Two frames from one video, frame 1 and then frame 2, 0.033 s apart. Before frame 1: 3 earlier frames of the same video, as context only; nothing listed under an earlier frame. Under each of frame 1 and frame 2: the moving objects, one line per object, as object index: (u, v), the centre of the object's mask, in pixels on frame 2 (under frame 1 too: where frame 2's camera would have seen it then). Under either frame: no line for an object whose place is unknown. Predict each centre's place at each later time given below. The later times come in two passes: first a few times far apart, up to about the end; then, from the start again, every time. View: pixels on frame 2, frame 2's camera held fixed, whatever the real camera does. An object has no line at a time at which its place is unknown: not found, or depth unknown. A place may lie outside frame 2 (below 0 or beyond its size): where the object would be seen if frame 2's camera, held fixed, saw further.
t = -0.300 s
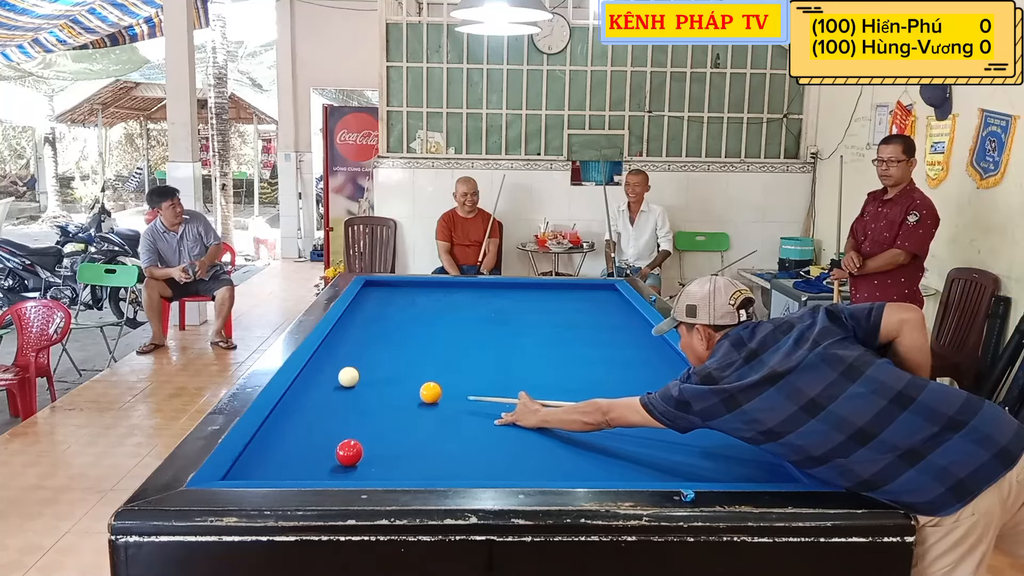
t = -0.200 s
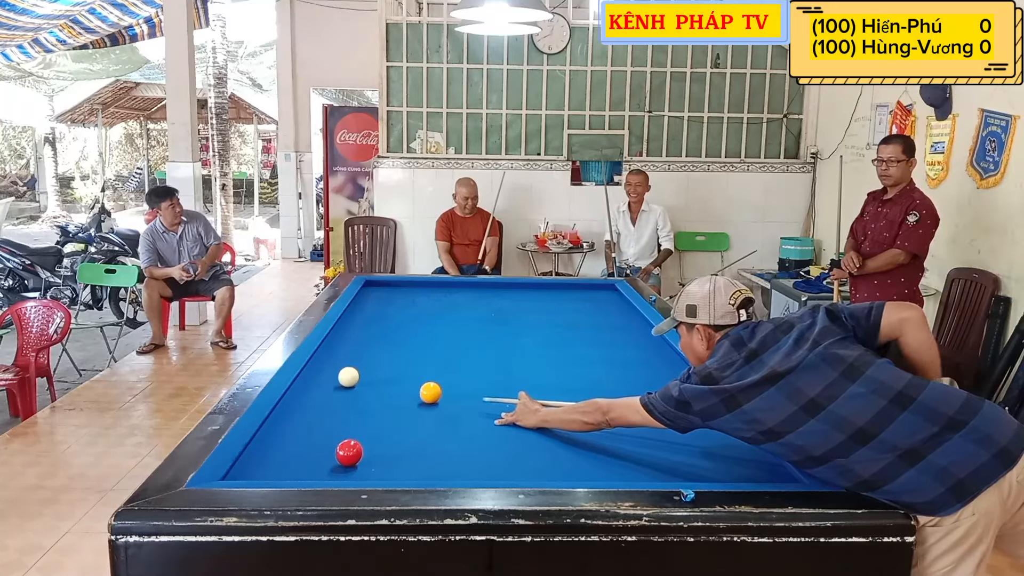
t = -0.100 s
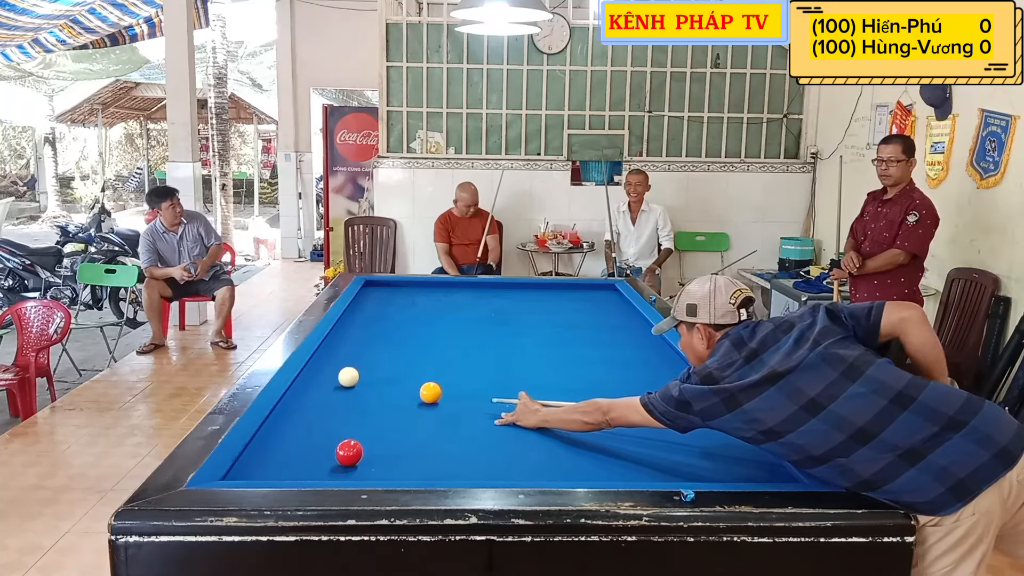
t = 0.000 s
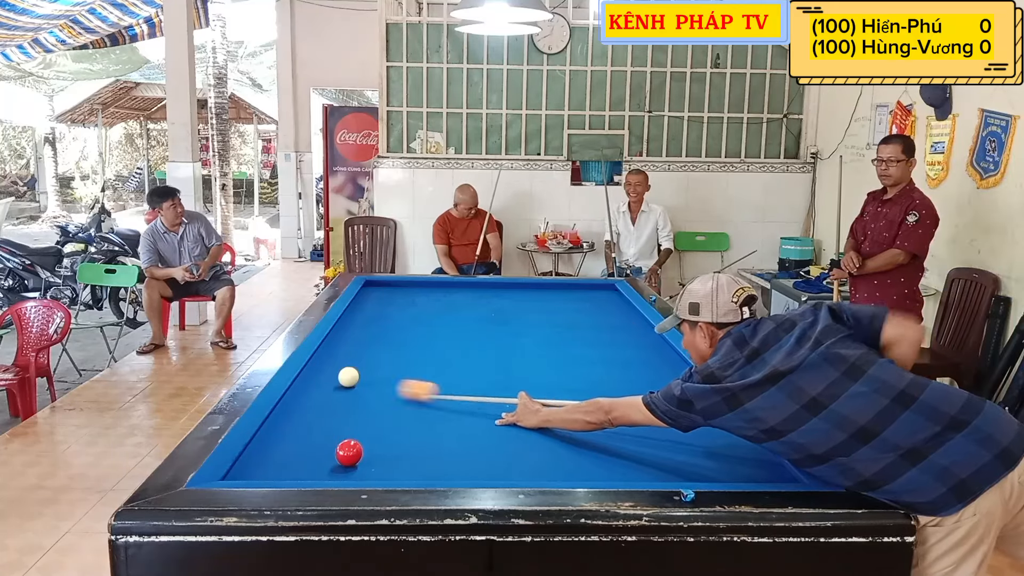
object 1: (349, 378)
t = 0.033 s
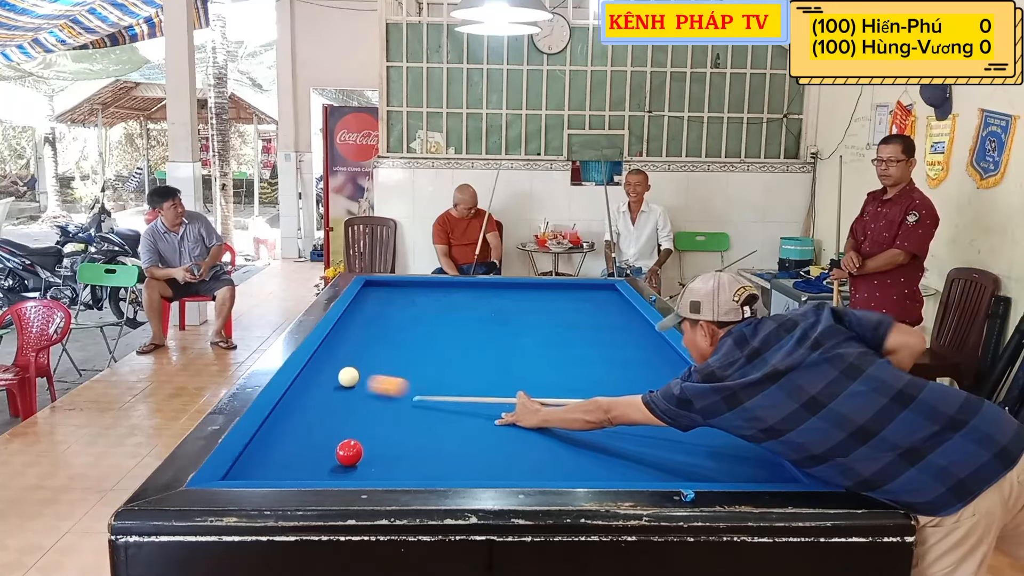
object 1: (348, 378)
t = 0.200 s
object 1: (328, 354)
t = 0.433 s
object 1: (399, 331)
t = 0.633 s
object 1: (440, 317)
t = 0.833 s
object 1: (472, 306)
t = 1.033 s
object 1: (501, 295)
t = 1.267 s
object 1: (528, 286)
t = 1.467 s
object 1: (558, 290)
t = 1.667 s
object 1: (589, 296)
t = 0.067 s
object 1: (345, 374)
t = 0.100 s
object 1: (338, 368)
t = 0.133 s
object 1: (329, 364)
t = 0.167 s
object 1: (321, 359)
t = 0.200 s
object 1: (328, 354)
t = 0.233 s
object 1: (340, 350)
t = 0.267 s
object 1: (352, 346)
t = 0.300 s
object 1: (362, 343)
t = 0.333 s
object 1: (372, 340)
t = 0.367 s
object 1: (382, 337)
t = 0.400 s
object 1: (391, 334)
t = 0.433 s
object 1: (399, 331)
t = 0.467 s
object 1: (407, 328)
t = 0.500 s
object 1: (414, 326)
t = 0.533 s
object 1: (421, 324)
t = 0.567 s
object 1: (428, 321)
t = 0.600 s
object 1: (434, 319)
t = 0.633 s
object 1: (440, 317)
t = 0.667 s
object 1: (446, 315)
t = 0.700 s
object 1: (451, 313)
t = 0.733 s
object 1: (457, 311)
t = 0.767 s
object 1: (462, 309)
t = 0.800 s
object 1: (467, 307)
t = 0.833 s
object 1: (472, 306)
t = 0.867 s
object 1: (477, 304)
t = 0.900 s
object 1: (482, 302)
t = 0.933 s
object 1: (487, 300)
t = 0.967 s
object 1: (491, 299)
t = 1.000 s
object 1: (496, 297)
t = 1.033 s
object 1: (501, 295)
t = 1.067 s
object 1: (505, 294)
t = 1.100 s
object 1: (509, 292)
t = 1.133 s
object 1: (513, 291)
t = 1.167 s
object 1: (517, 289)
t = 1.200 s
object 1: (521, 288)
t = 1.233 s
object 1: (525, 286)
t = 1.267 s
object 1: (528, 286)
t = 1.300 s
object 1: (533, 284)
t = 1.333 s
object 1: (538, 286)
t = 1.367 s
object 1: (543, 287)
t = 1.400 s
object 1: (548, 288)
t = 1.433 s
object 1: (553, 289)
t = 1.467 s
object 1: (558, 290)
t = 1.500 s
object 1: (563, 291)
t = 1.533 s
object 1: (568, 292)
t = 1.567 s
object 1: (574, 293)
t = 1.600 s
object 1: (579, 294)
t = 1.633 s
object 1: (584, 295)
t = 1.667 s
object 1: (589, 296)
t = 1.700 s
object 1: (594, 297)
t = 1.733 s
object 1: (600, 298)
